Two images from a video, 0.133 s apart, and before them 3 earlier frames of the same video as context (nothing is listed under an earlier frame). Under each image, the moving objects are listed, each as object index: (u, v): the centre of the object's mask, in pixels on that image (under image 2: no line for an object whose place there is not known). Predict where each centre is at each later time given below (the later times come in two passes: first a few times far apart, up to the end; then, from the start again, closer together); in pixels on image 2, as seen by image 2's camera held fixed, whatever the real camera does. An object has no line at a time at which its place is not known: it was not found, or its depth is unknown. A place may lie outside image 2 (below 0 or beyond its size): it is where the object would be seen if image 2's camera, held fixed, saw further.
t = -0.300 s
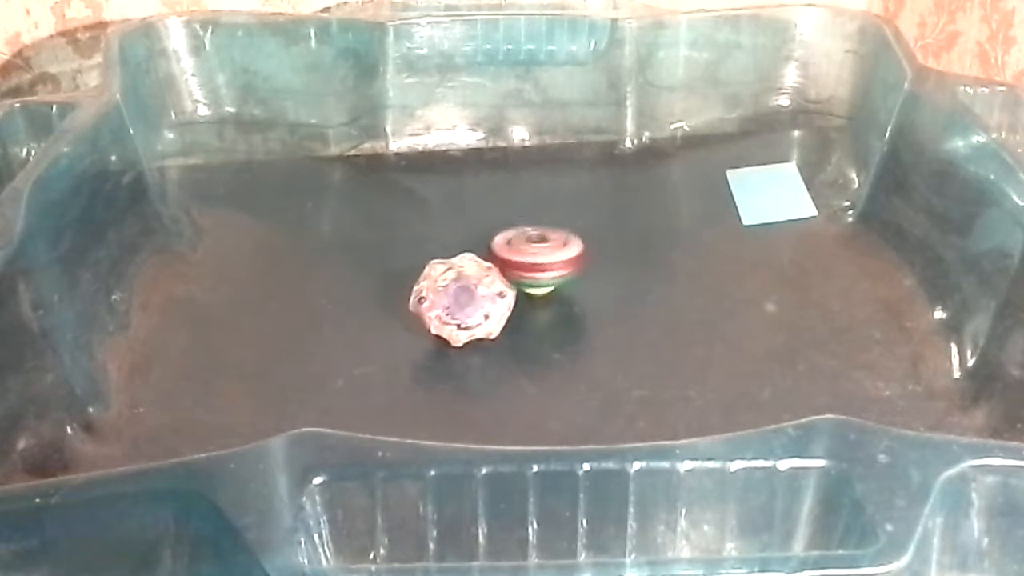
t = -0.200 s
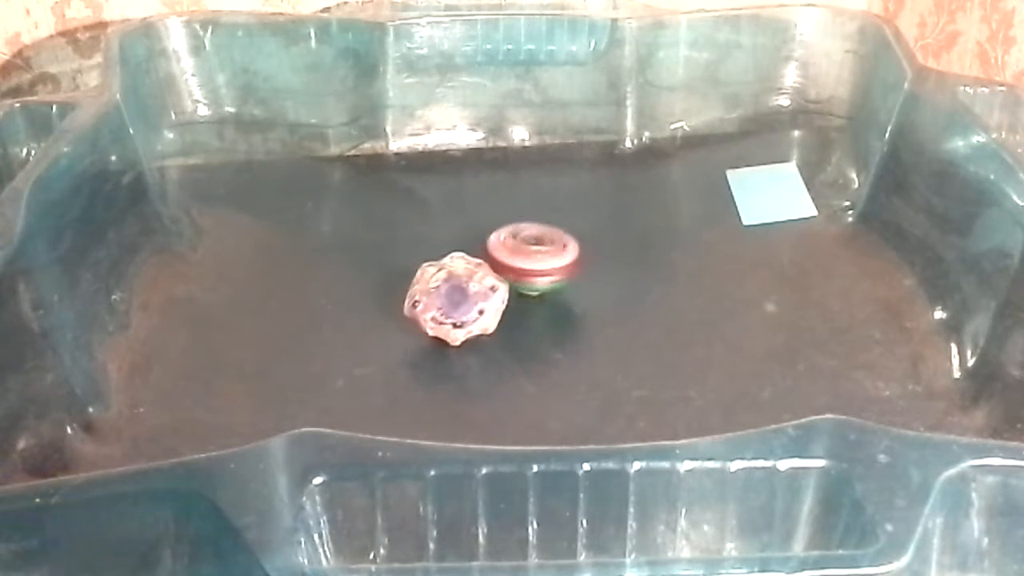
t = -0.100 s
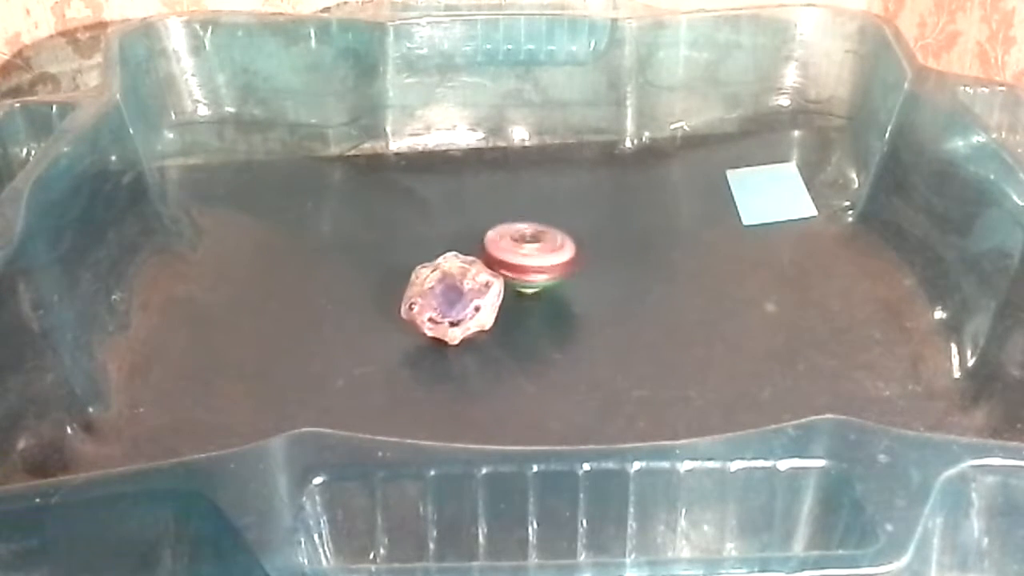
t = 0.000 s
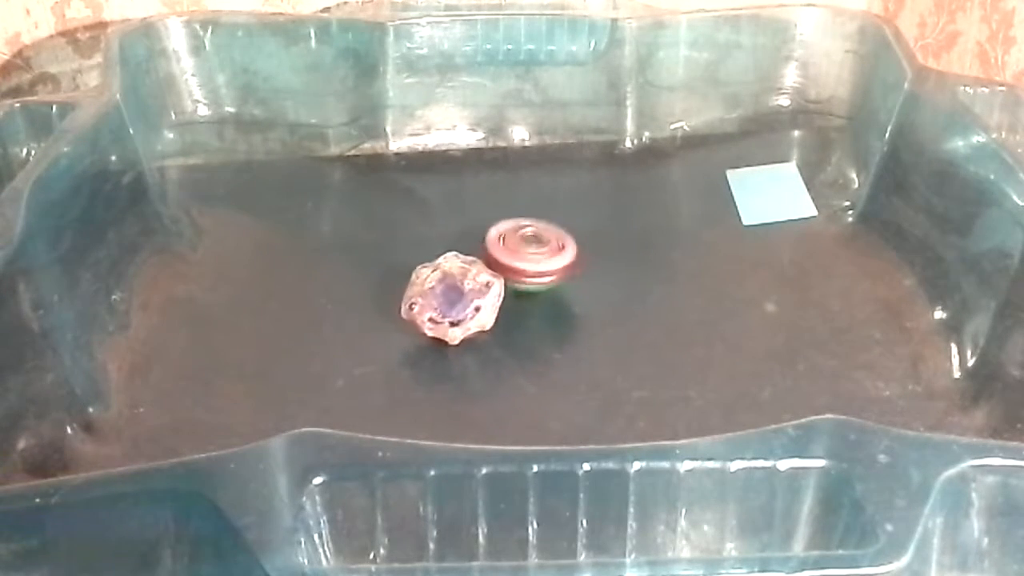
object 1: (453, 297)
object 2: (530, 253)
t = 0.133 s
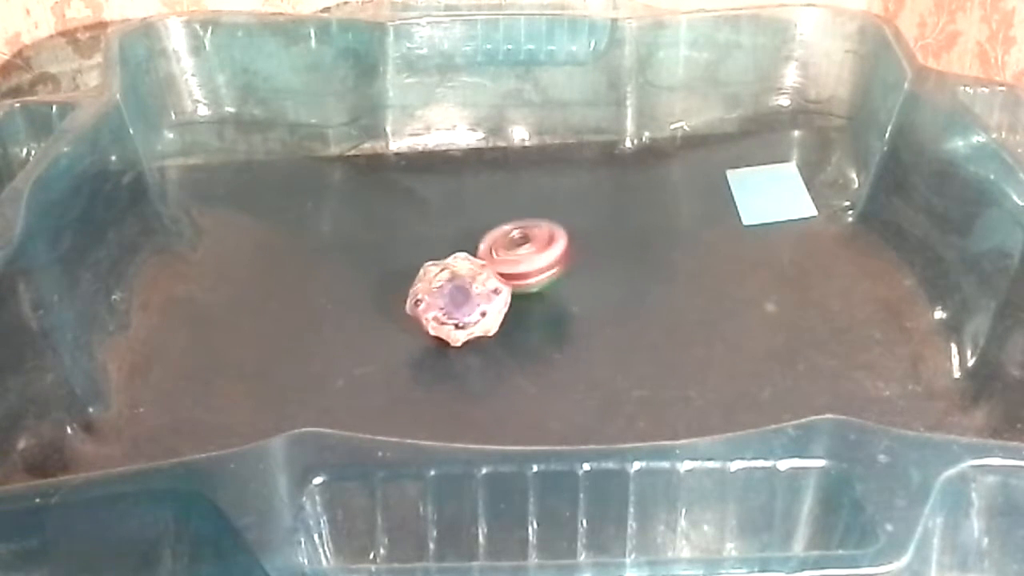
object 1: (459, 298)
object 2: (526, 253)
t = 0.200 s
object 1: (462, 299)
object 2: (525, 254)
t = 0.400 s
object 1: (456, 298)
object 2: (523, 253)
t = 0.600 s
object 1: (455, 298)
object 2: (517, 255)
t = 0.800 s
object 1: (461, 299)
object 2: (514, 250)
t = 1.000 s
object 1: (453, 297)
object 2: (512, 253)
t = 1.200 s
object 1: (447, 296)
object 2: (514, 256)
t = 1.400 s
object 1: (457, 298)
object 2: (519, 257)
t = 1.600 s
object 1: (452, 296)
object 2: (529, 258)
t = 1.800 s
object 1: (445, 295)
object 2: (528, 269)
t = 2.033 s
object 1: (448, 297)
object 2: (520, 258)
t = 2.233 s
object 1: (453, 297)
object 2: (522, 264)
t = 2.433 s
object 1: (440, 295)
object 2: (532, 265)
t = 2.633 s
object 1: (454, 297)
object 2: (535, 261)
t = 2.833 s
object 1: (457, 297)
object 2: (532, 264)
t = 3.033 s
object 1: (446, 296)
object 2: (530, 265)
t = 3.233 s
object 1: (450, 297)
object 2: (532, 264)
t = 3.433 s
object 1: (462, 298)
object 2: (533, 263)
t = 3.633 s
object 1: (454, 297)
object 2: (532, 264)
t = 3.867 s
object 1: (449, 297)
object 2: (531, 265)
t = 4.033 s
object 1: (448, 297)
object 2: (531, 265)
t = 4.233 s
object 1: (448, 297)
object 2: (531, 265)
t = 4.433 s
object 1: (448, 297)
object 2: (531, 265)
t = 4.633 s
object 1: (448, 297)
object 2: (531, 265)
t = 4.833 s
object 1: (448, 297)
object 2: (531, 265)
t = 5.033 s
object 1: (448, 297)
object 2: (531, 265)
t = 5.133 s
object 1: (448, 297)
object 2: (531, 265)
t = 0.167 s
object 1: (460, 299)
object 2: (526, 253)
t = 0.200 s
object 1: (462, 299)
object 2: (525, 254)
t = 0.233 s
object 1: (463, 299)
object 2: (524, 256)
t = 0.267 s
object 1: (462, 299)
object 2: (522, 255)
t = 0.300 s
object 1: (461, 299)
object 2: (522, 254)
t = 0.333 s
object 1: (459, 298)
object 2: (523, 254)
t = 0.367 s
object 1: (458, 298)
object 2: (524, 253)
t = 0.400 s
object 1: (456, 298)
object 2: (523, 253)
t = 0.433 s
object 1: (455, 298)
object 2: (521, 253)
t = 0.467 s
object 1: (454, 298)
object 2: (518, 251)
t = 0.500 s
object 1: (454, 298)
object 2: (516, 250)
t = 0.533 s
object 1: (454, 298)
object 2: (516, 251)
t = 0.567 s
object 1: (454, 298)
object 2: (517, 253)
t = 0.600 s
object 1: (455, 298)
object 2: (517, 255)
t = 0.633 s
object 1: (456, 298)
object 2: (516, 254)
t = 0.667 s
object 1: (457, 298)
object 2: (516, 253)
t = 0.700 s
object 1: (458, 298)
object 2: (518, 252)
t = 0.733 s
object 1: (459, 299)
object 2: (518, 252)
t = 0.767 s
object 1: (460, 299)
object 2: (517, 252)
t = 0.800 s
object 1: (461, 299)
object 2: (514, 250)
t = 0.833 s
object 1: (462, 300)
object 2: (512, 248)
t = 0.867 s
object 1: (462, 299)
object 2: (510, 248)
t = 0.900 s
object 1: (461, 299)
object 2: (510, 250)
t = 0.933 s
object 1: (457, 299)
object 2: (510, 253)
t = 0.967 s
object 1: (455, 298)
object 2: (511, 254)
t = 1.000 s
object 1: (453, 297)
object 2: (512, 253)
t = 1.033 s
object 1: (452, 296)
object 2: (516, 254)
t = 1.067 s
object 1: (450, 297)
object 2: (516, 256)
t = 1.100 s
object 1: (448, 296)
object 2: (516, 258)
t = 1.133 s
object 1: (447, 296)
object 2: (513, 257)
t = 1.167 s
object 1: (446, 296)
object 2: (512, 256)
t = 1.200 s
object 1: (447, 296)
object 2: (514, 256)
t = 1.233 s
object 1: (448, 296)
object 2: (516, 259)
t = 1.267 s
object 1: (449, 296)
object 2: (515, 261)
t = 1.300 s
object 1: (450, 297)
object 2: (513, 258)
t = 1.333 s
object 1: (453, 297)
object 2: (513, 257)
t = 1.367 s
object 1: (455, 297)
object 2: (516, 257)
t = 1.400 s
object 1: (457, 298)
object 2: (519, 257)
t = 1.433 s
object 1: (457, 299)
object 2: (520, 256)
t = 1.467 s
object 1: (455, 300)
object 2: (522, 257)
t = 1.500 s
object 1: (453, 299)
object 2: (524, 255)
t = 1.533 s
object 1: (453, 297)
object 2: (527, 255)
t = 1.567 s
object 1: (452, 296)
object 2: (529, 256)
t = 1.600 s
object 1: (452, 296)
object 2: (529, 258)
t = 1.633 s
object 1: (451, 296)
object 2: (531, 260)
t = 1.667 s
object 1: (452, 296)
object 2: (533, 264)
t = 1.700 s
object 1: (452, 297)
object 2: (534, 268)
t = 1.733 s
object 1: (451, 297)
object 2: (531, 269)
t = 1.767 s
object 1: (448, 296)
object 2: (531, 269)
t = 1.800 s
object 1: (445, 295)
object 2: (528, 269)
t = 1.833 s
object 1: (444, 295)
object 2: (527, 266)
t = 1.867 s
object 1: (443, 295)
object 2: (529, 264)
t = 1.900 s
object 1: (443, 294)
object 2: (528, 263)
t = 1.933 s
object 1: (443, 295)
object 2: (527, 262)
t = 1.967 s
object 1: (444, 295)
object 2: (524, 259)
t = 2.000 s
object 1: (445, 296)
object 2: (523, 258)
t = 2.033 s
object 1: (448, 297)
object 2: (520, 258)
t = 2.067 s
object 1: (450, 297)
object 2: (519, 258)
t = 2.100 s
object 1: (453, 298)
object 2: (524, 262)
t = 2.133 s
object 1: (454, 298)
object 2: (522, 265)
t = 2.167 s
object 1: (456, 298)
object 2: (518, 265)
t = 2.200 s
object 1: (456, 298)
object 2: (518, 265)
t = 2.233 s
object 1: (453, 297)
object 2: (522, 264)
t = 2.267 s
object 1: (450, 297)
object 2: (526, 265)
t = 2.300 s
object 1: (447, 297)
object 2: (527, 265)
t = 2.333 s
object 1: (444, 296)
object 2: (527, 266)
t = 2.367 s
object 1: (442, 296)
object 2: (528, 266)
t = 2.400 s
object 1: (441, 296)
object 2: (530, 266)
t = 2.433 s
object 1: (440, 295)
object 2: (532, 265)
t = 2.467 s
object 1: (441, 296)
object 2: (533, 263)
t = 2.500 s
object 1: (443, 296)
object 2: (533, 262)
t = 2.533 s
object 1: (445, 296)
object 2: (535, 261)
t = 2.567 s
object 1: (448, 297)
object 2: (535, 261)
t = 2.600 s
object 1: (451, 297)
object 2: (535, 261)
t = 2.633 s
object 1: (454, 297)
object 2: (535, 261)
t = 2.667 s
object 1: (458, 297)
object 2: (535, 262)
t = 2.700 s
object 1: (461, 298)
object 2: (534, 263)
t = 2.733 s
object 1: (462, 298)
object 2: (533, 263)
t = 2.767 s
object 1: (462, 297)
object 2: (532, 264)
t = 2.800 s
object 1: (459, 298)
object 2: (532, 264)
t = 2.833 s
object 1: (457, 297)
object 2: (532, 264)
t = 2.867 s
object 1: (455, 297)
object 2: (532, 264)
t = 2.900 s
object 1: (452, 297)
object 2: (532, 264)
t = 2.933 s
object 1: (450, 297)
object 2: (532, 264)
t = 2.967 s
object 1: (449, 297)
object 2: (532, 264)
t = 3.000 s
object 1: (447, 297)
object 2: (531, 265)
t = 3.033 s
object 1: (446, 296)
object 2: (530, 265)
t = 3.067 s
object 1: (445, 296)
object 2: (530, 266)
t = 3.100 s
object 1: (445, 296)
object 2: (530, 265)
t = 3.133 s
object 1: (446, 296)
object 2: (531, 265)
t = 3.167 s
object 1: (447, 297)
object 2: (532, 265)
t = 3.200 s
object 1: (449, 297)
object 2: (532, 264)
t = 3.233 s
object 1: (450, 297)
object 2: (532, 264)
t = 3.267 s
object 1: (452, 297)
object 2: (532, 264)
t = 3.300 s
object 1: (454, 297)
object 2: (532, 264)
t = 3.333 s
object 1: (456, 297)
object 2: (532, 264)
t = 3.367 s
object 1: (458, 298)
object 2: (532, 264)
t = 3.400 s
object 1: (461, 297)
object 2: (533, 263)
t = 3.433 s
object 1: (462, 298)
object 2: (533, 263)
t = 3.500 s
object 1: (461, 298)
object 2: (533, 263)
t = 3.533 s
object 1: (460, 298)
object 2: (533, 264)
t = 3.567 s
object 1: (458, 298)
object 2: (532, 264)
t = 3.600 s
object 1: (456, 298)
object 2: (532, 264)
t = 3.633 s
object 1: (454, 297)
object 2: (532, 264)
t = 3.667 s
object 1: (453, 297)
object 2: (532, 264)
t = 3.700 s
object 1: (451, 297)
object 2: (532, 264)
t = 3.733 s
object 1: (450, 297)
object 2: (532, 265)
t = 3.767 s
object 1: (449, 297)
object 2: (531, 265)
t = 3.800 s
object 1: (449, 297)
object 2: (531, 265)
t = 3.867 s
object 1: (449, 297)
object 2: (531, 265)
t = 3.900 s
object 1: (449, 297)
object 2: (532, 265)
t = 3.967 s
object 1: (448, 297)
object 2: (531, 265)
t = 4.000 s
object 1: (448, 297)
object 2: (531, 265)
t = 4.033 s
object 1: (448, 297)
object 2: (531, 265)
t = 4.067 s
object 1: (448, 297)
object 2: (531, 265)
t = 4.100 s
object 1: (448, 297)
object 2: (532, 265)
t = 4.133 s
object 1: (448, 297)
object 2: (532, 265)
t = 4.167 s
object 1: (448, 297)
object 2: (531, 265)
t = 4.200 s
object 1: (448, 297)
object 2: (531, 265)
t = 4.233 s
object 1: (448, 297)
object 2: (531, 265)
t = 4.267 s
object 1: (448, 297)
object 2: (531, 265)
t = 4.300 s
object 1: (448, 297)
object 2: (531, 265)
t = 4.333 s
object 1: (448, 297)
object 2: (531, 265)
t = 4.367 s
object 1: (448, 297)
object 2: (531, 265)
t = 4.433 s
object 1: (448, 297)
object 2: (531, 265)
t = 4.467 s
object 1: (448, 297)
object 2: (531, 265)
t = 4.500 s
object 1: (448, 297)
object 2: (531, 265)
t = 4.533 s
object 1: (448, 297)
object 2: (531, 265)
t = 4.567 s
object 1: (448, 297)
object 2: (531, 265)
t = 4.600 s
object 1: (448, 297)
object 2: (531, 265)
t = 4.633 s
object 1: (448, 297)
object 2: (531, 265)
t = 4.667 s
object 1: (448, 297)
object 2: (531, 265)
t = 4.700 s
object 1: (448, 297)
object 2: (531, 265)
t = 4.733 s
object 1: (448, 297)
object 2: (531, 265)
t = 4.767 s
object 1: (448, 297)
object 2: (531, 265)
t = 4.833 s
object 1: (448, 297)
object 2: (531, 265)
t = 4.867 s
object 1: (448, 297)
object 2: (531, 265)
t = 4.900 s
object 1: (448, 297)
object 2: (531, 265)
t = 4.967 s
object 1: (448, 297)
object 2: (531, 265)
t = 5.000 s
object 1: (448, 297)
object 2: (531, 265)
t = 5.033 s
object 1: (448, 297)
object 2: (531, 265)
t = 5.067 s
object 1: (448, 297)
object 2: (531, 265)
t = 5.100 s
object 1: (448, 297)
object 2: (531, 265)
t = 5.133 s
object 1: (448, 297)
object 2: (531, 265)
